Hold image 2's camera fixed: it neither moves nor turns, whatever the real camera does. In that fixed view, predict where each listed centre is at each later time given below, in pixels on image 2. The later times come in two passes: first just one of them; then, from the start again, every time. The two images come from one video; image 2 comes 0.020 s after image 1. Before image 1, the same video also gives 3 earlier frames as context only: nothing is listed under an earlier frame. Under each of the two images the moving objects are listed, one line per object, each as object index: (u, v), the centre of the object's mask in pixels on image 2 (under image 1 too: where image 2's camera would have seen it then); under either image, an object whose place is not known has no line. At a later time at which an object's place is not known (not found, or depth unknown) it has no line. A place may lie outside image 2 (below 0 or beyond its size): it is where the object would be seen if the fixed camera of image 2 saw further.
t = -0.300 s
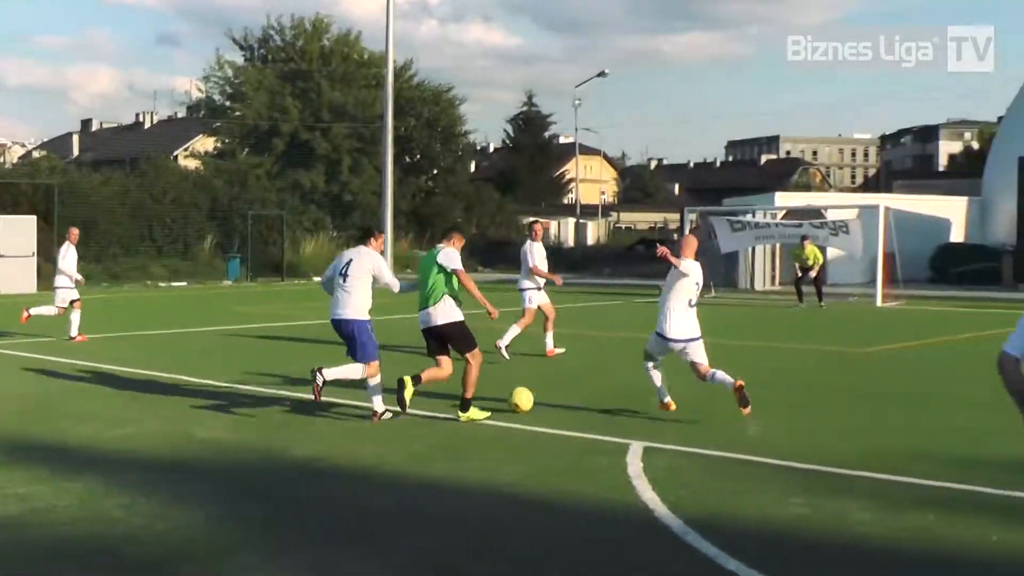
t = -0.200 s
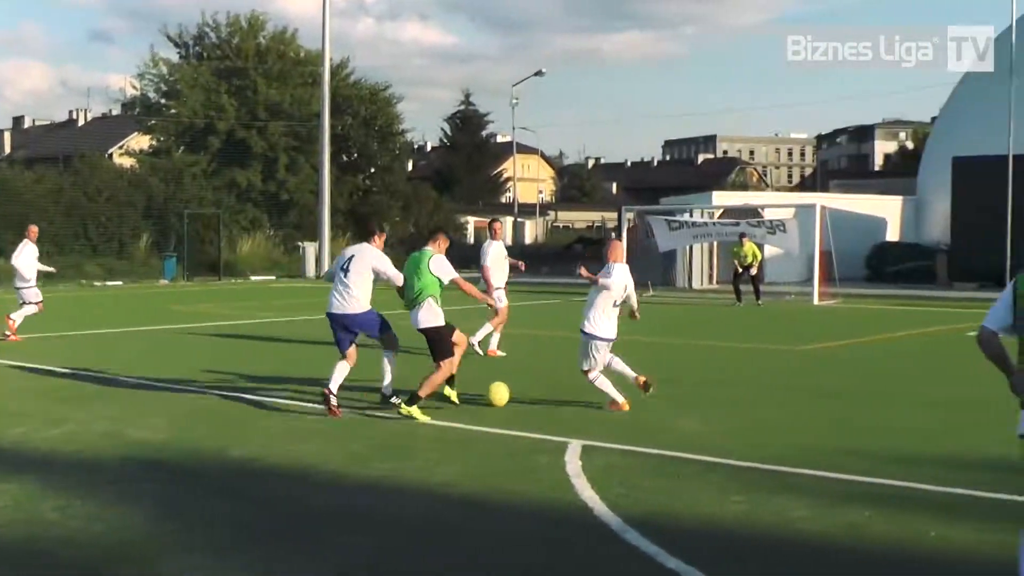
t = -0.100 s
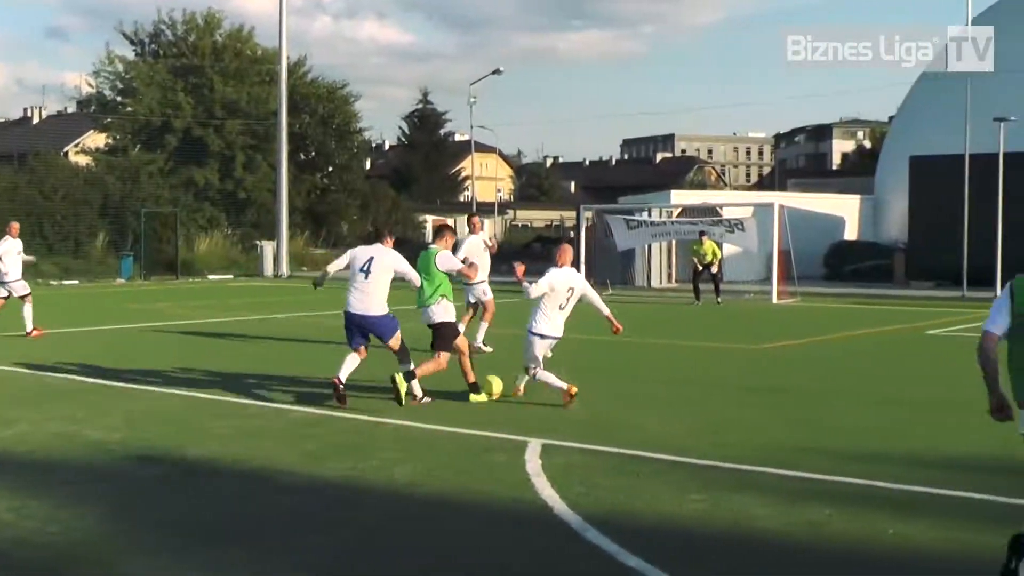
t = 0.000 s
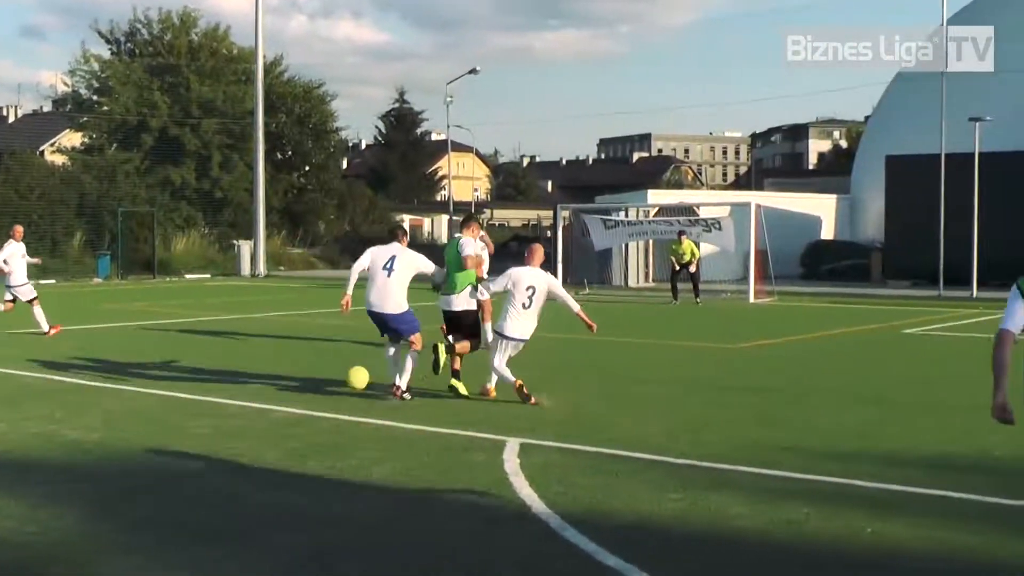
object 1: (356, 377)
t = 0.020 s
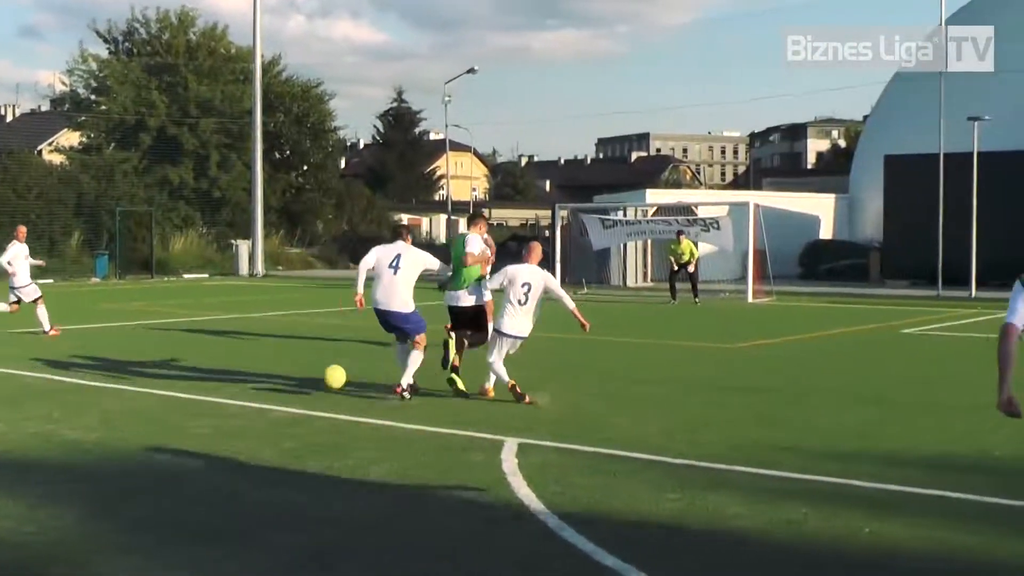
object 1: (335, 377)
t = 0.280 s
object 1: (87, 379)
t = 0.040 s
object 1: (314, 376)
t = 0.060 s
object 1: (292, 377)
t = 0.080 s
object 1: (271, 377)
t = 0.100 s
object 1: (250, 378)
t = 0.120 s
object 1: (229, 380)
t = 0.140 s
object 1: (209, 382)
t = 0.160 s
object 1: (188, 385)
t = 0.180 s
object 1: (171, 383)
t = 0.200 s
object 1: (154, 381)
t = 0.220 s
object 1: (137, 380)
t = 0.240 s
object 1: (121, 379)
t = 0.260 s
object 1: (103, 378)
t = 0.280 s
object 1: (87, 379)
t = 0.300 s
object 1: (70, 379)
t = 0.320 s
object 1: (54, 379)
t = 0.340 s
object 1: (39, 381)
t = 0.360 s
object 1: (23, 382)
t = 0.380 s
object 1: (6, 384)
